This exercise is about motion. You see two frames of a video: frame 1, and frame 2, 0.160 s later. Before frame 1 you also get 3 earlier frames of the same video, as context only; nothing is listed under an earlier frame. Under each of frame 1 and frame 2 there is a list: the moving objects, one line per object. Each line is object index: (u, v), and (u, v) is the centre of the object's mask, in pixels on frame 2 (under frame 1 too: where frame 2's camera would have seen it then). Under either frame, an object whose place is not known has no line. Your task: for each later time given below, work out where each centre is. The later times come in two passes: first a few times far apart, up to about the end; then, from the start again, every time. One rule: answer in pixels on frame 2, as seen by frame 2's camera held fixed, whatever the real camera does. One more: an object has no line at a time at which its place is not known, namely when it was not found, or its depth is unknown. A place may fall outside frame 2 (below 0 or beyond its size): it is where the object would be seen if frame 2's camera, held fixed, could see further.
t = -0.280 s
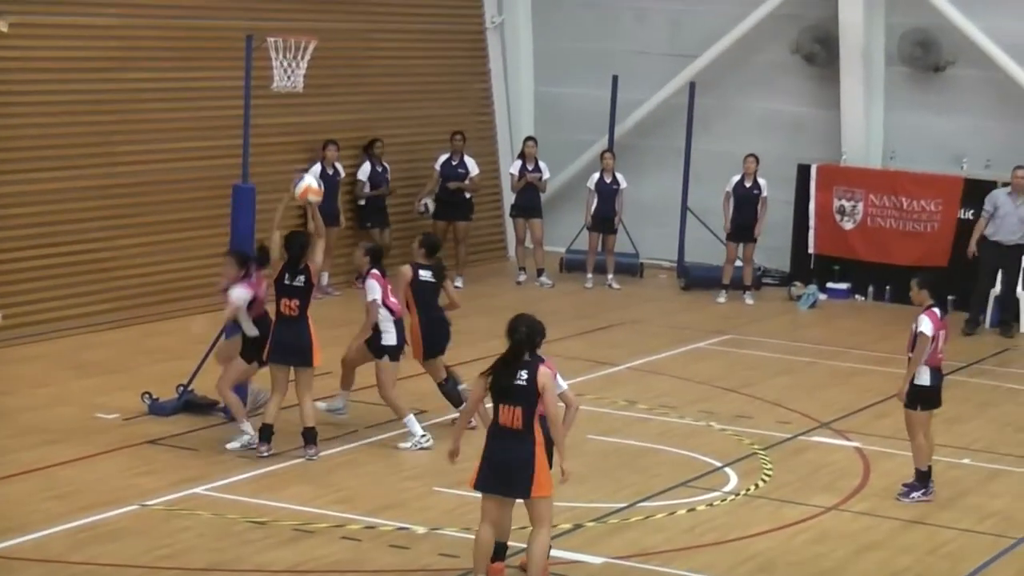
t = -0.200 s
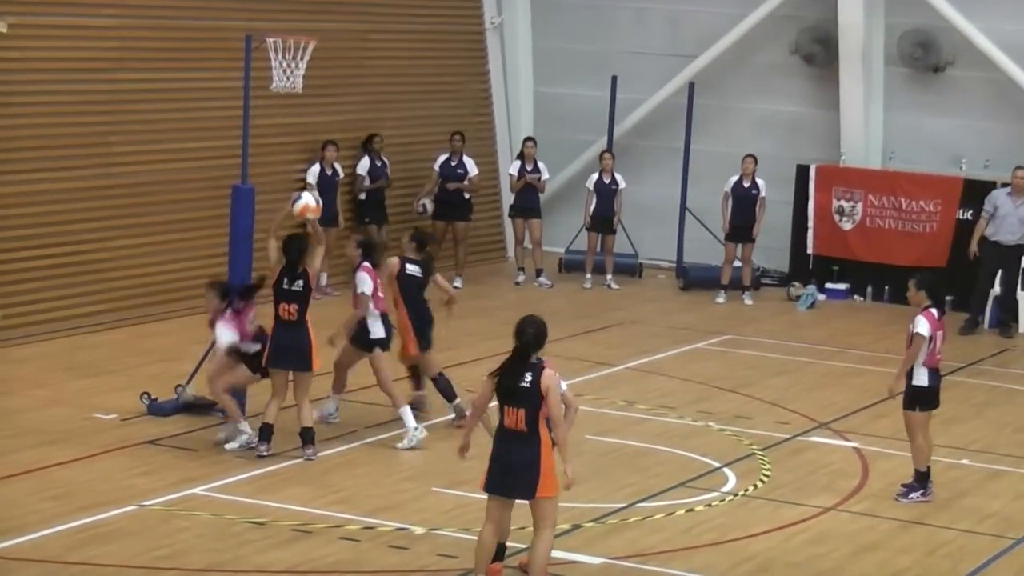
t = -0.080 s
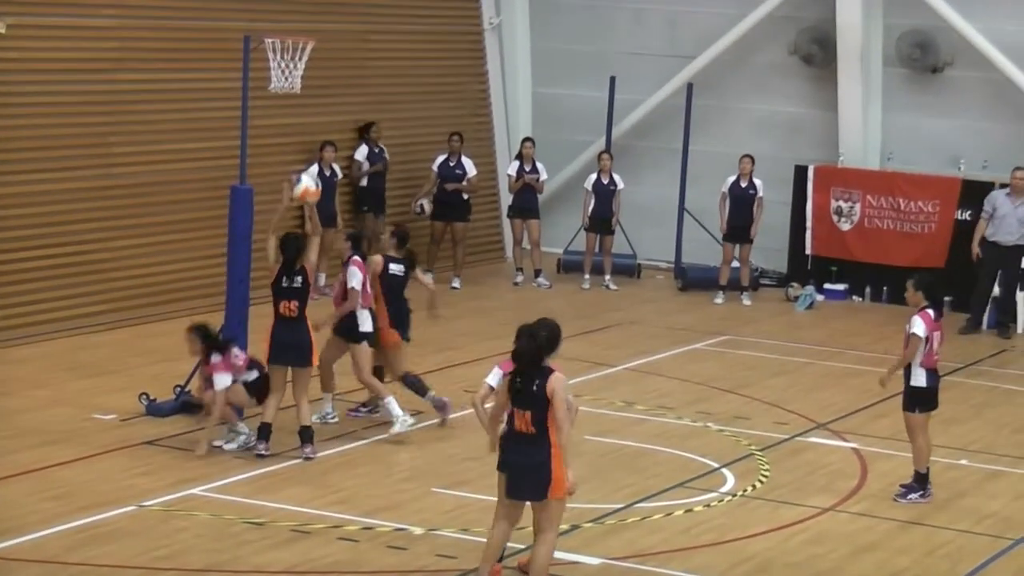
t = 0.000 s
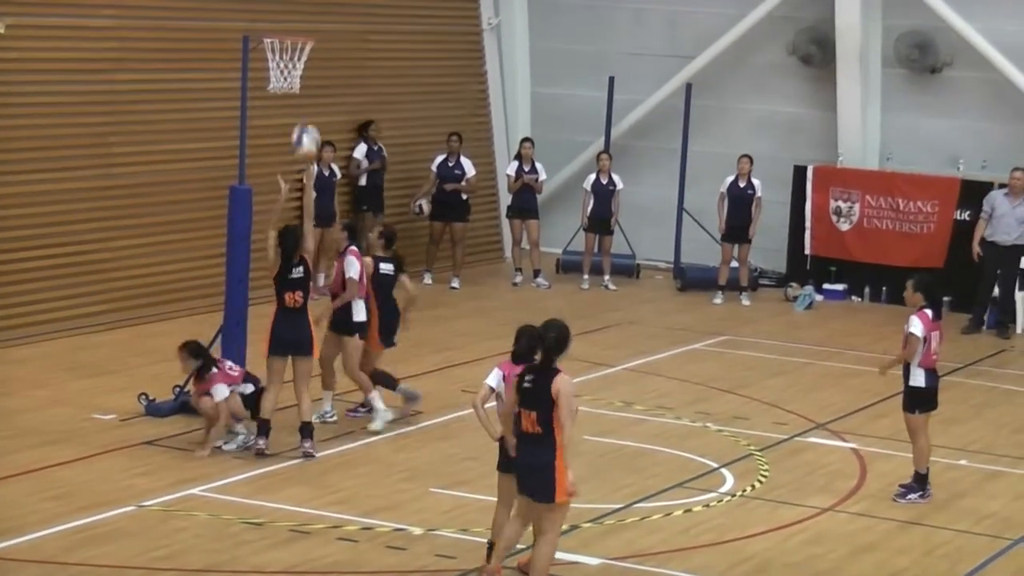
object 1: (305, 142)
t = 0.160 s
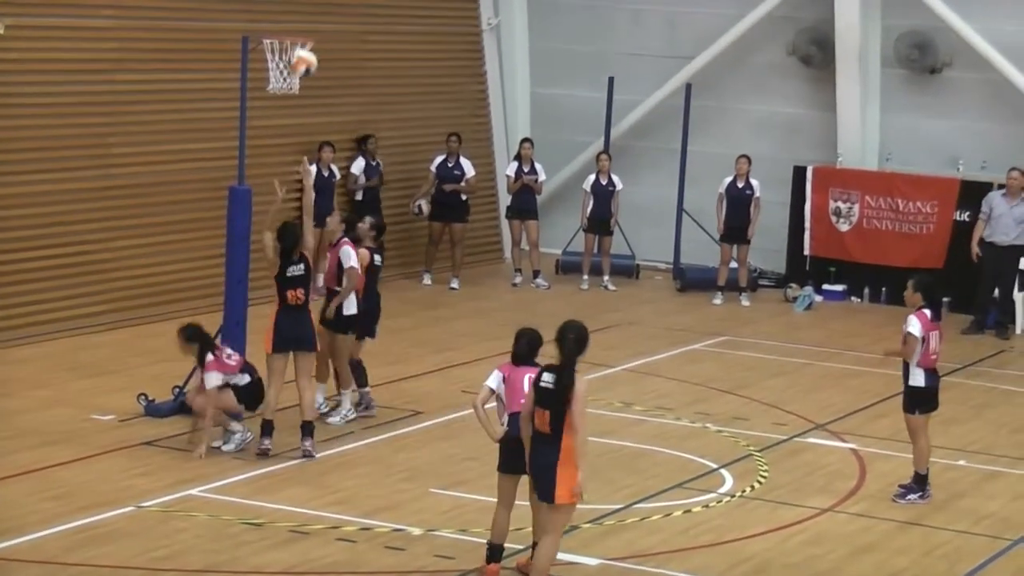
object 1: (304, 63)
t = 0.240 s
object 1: (301, 34)
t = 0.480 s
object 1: (293, 7)
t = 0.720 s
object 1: (291, 30)
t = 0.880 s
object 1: (289, 32)
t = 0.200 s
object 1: (302, 47)
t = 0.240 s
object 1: (301, 34)
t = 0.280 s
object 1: (299, 23)
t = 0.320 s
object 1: (297, 15)
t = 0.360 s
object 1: (296, 11)
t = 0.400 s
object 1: (295, 9)
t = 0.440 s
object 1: (294, 8)
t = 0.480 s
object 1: (293, 7)
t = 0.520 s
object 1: (291, 8)
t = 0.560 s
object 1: (289, 11)
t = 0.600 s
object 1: (288, 13)
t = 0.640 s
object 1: (287, 22)
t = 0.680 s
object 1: (286, 30)
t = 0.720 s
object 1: (291, 30)
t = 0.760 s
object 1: (294, 30)
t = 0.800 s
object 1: (294, 31)
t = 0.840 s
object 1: (292, 31)
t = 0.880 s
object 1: (289, 32)
